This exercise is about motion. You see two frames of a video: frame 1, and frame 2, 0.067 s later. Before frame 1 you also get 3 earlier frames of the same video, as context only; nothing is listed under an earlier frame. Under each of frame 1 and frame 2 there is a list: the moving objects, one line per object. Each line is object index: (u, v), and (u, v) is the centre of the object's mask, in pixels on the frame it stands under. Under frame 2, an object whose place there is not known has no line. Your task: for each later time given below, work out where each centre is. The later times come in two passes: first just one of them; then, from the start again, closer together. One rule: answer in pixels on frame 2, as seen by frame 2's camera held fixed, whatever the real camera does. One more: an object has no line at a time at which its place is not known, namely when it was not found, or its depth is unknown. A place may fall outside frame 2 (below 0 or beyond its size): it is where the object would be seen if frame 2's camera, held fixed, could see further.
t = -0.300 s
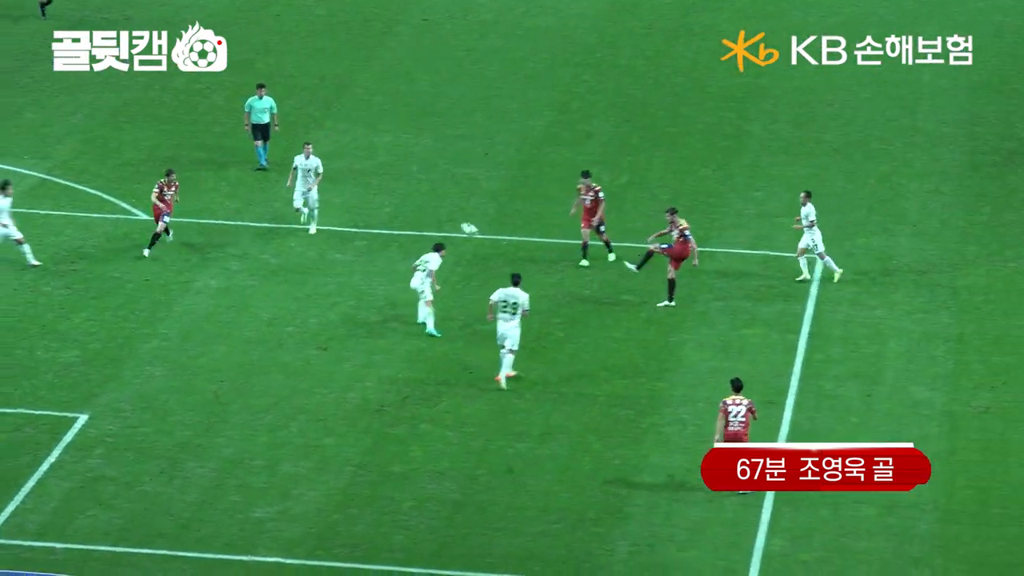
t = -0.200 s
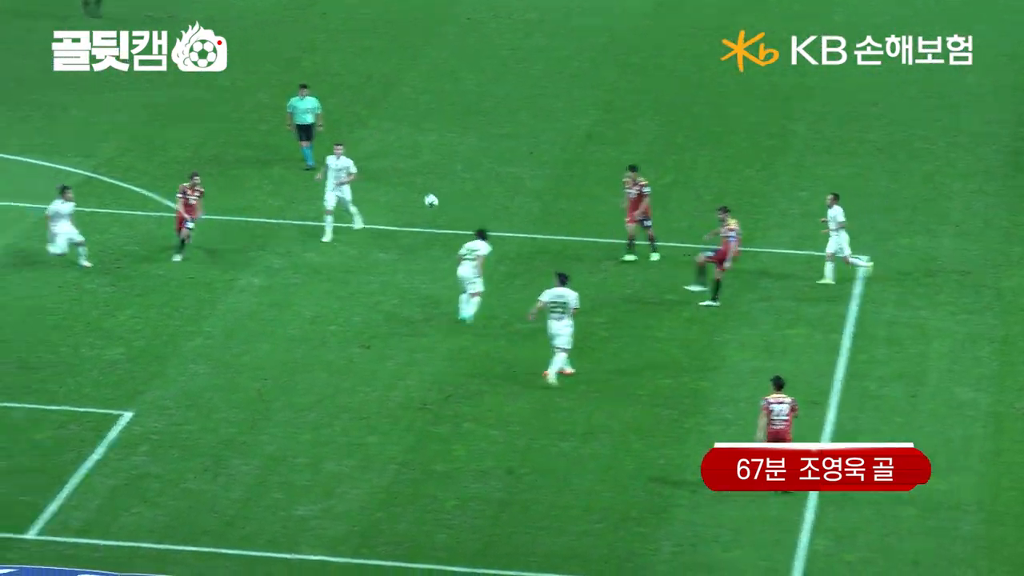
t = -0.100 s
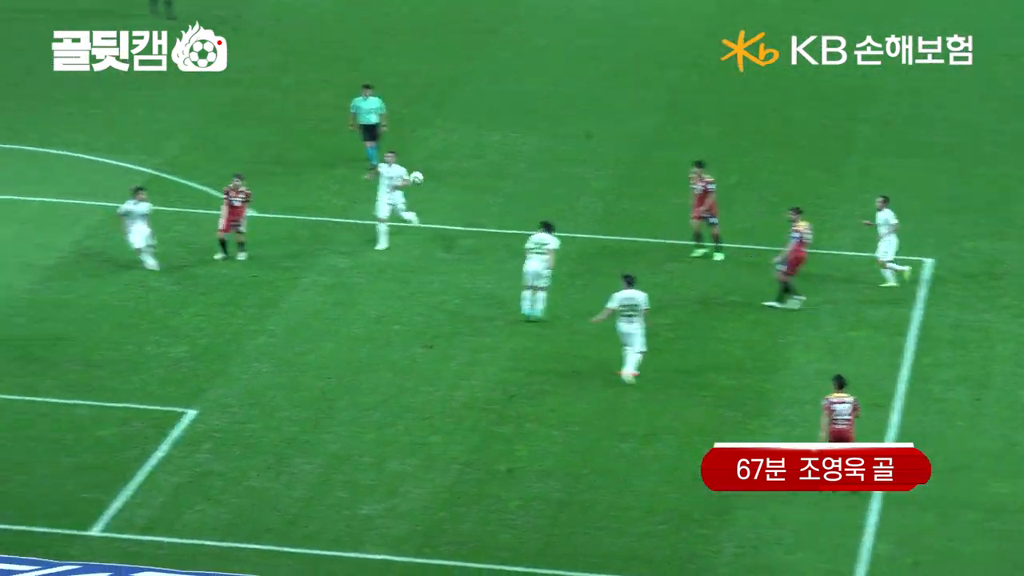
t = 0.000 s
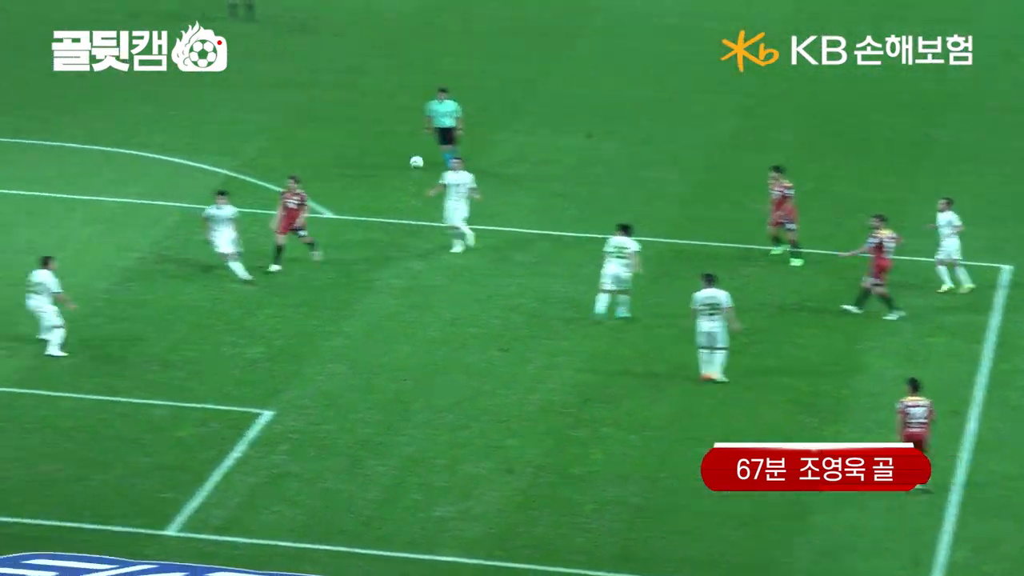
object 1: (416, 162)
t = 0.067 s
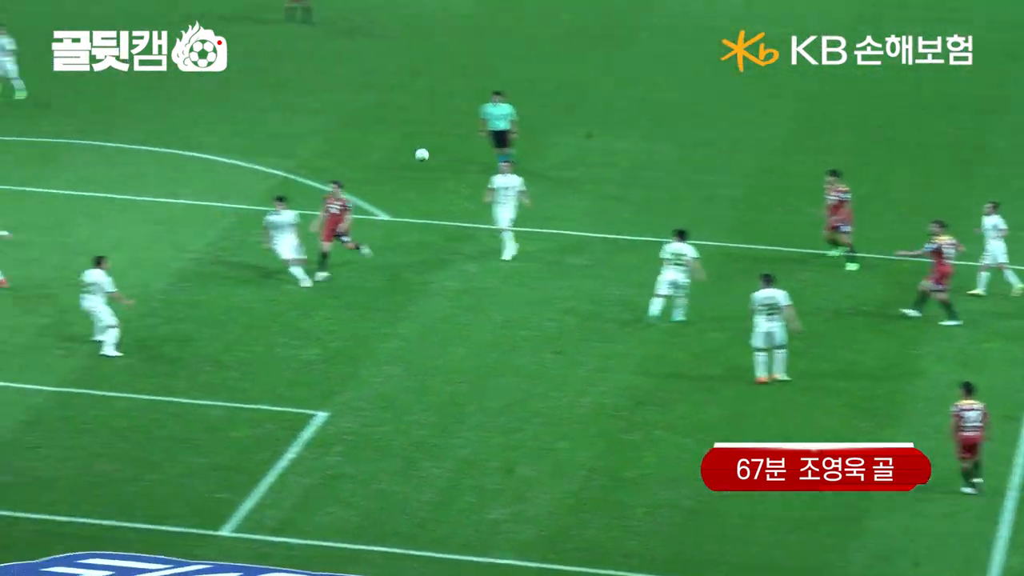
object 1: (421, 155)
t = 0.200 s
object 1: (331, 141)
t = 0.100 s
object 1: (399, 151)
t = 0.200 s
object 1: (331, 141)
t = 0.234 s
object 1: (310, 139)
